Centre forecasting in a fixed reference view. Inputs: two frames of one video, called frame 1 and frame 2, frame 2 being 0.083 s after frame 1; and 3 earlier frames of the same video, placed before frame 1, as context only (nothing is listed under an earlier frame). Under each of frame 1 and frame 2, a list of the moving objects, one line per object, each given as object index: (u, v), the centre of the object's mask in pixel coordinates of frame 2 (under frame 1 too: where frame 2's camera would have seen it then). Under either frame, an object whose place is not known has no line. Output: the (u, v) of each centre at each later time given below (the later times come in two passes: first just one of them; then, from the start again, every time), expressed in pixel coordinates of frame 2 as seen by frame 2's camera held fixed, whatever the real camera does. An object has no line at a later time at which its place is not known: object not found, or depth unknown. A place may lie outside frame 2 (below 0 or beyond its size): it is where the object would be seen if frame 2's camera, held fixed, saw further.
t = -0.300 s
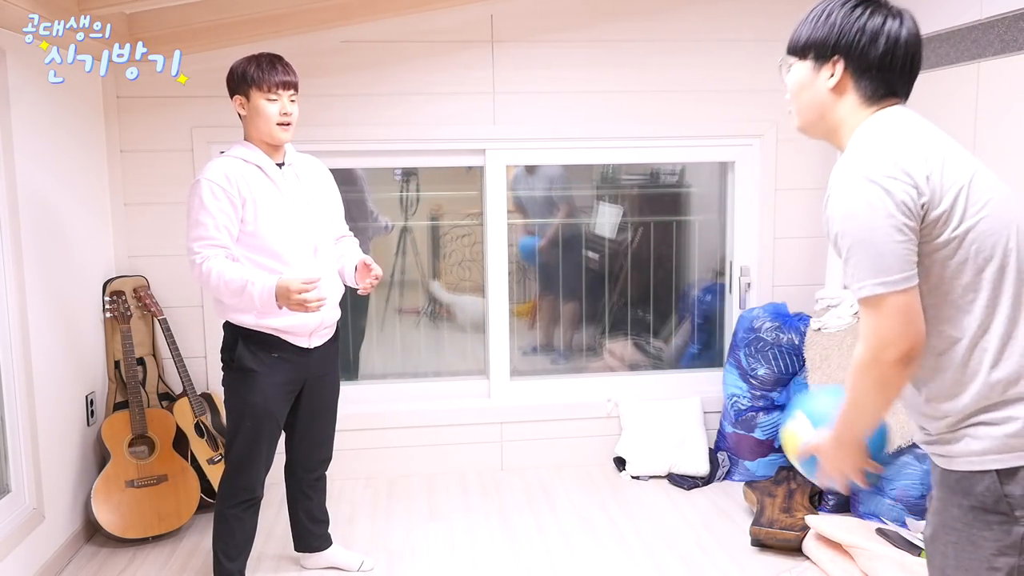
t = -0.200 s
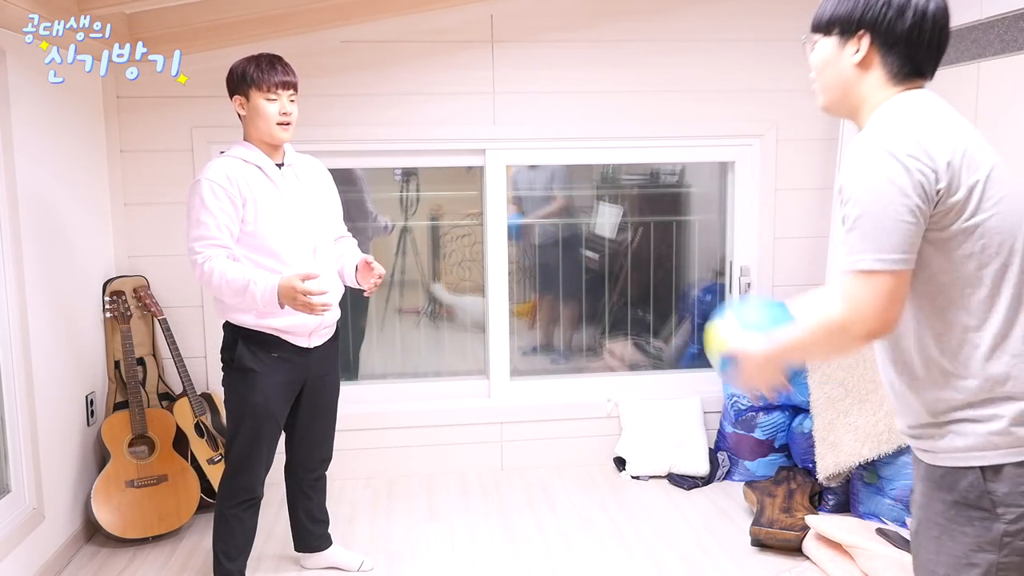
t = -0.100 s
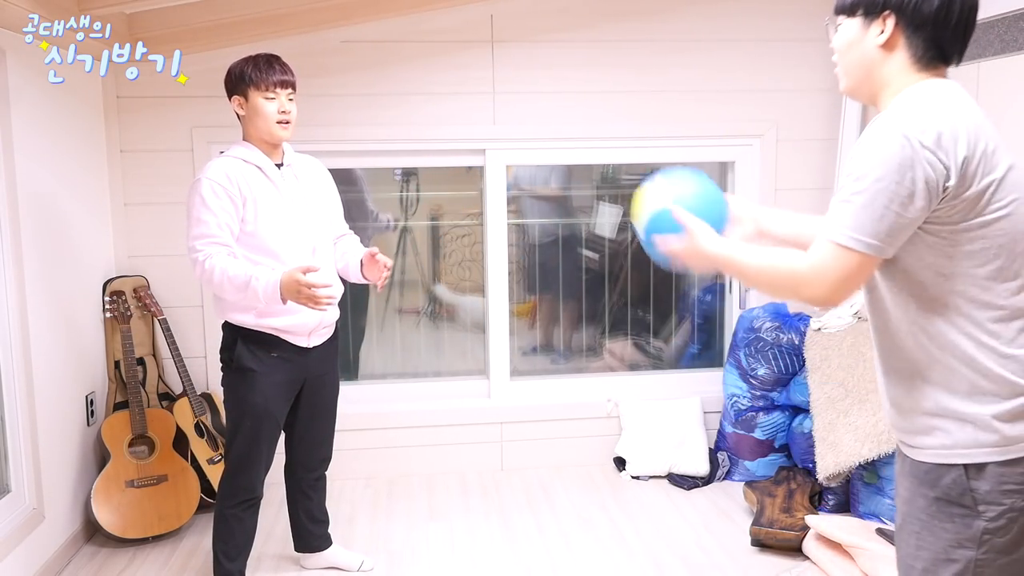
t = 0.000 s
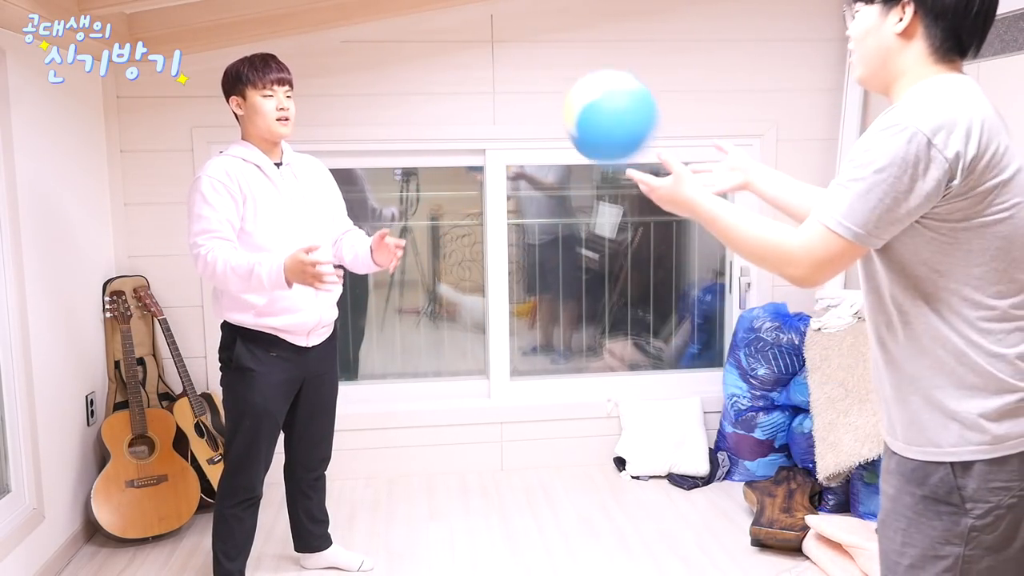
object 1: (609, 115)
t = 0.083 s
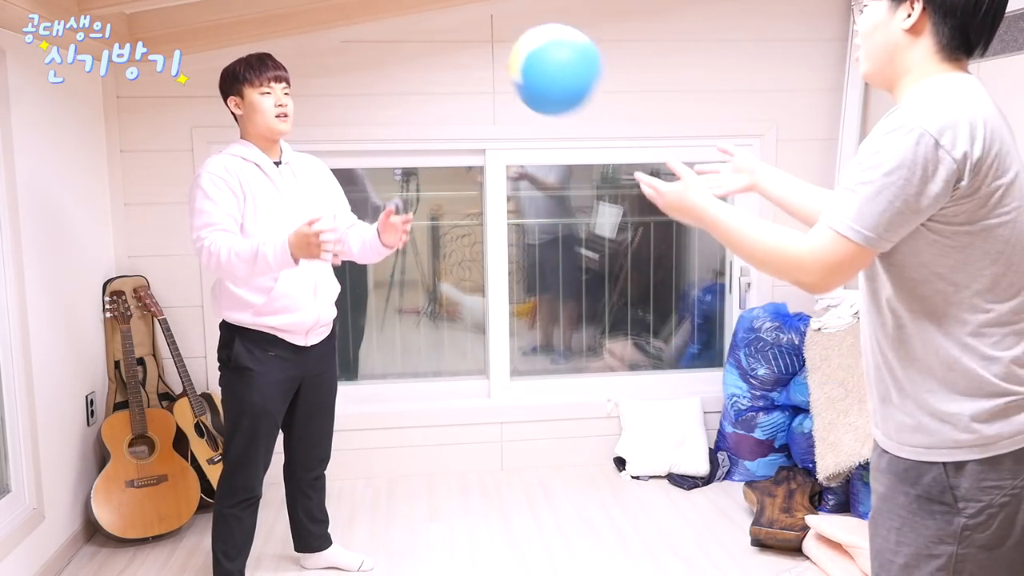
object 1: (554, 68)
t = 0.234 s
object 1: (463, 56)
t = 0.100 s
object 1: (543, 62)
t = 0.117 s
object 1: (533, 58)
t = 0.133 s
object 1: (522, 53)
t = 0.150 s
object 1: (512, 51)
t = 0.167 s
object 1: (502, 50)
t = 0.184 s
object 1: (492, 50)
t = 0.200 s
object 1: (482, 51)
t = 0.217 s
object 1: (472, 53)
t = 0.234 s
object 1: (463, 56)
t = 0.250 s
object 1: (454, 60)
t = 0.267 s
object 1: (444, 65)
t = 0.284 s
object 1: (436, 71)
